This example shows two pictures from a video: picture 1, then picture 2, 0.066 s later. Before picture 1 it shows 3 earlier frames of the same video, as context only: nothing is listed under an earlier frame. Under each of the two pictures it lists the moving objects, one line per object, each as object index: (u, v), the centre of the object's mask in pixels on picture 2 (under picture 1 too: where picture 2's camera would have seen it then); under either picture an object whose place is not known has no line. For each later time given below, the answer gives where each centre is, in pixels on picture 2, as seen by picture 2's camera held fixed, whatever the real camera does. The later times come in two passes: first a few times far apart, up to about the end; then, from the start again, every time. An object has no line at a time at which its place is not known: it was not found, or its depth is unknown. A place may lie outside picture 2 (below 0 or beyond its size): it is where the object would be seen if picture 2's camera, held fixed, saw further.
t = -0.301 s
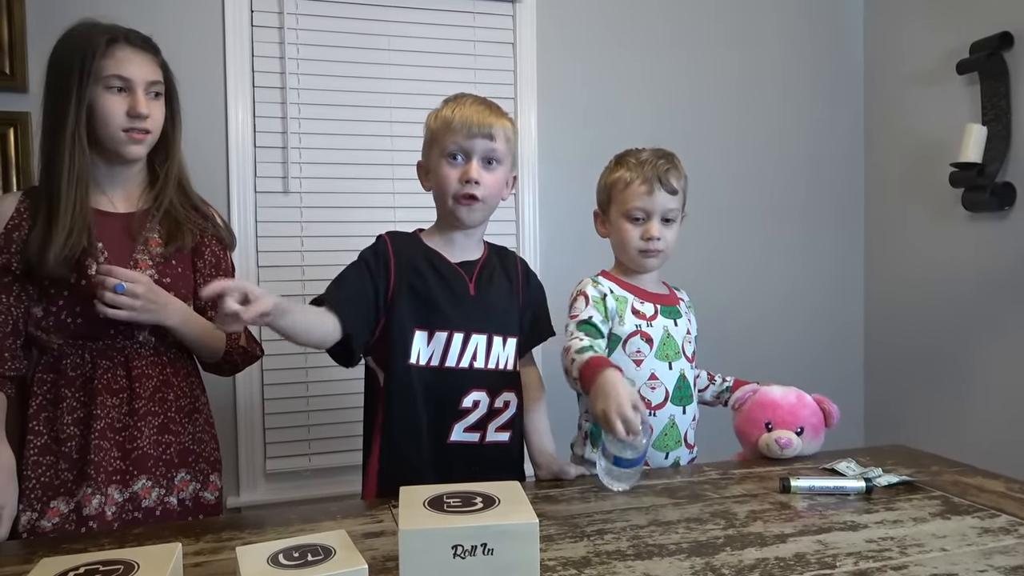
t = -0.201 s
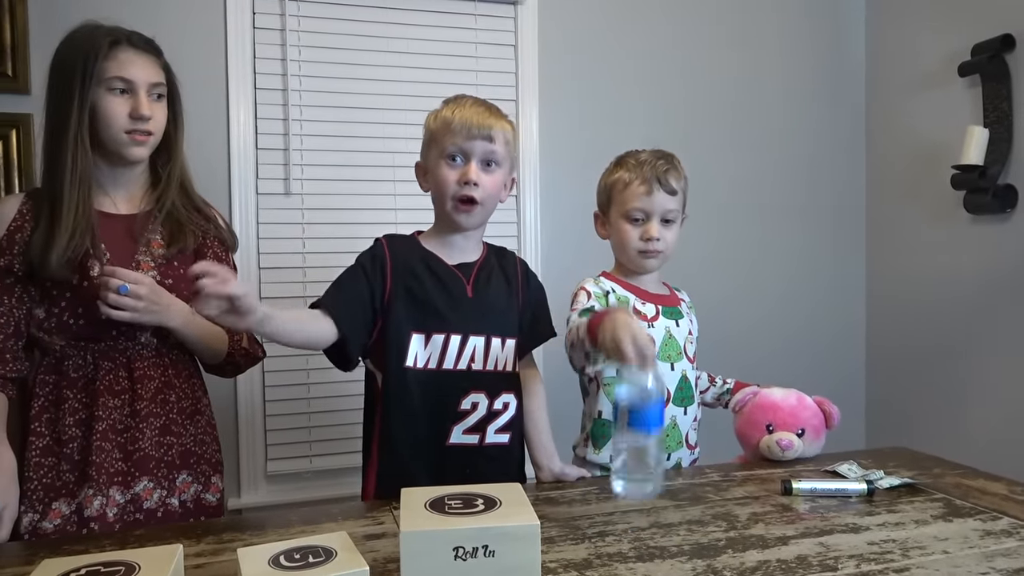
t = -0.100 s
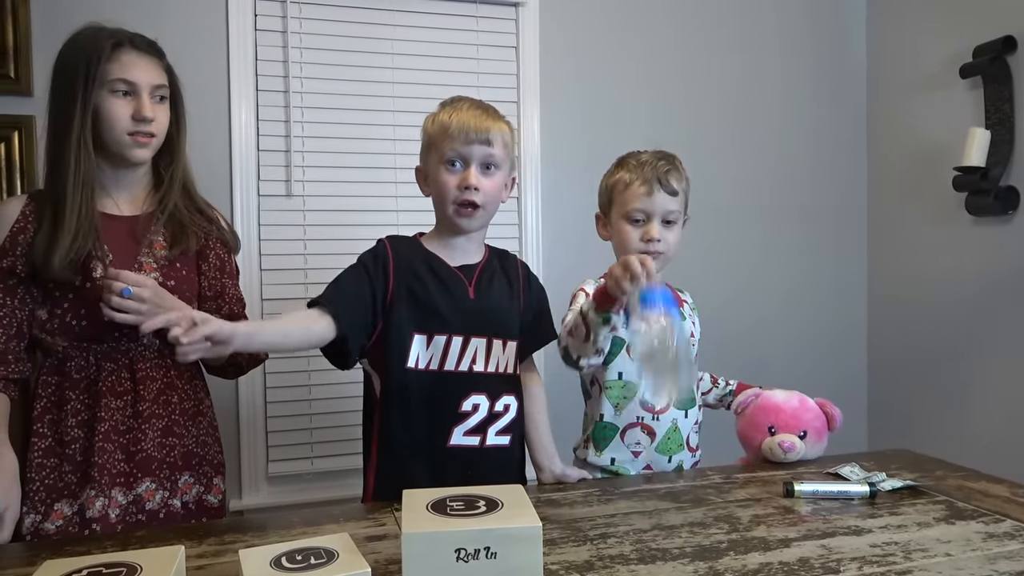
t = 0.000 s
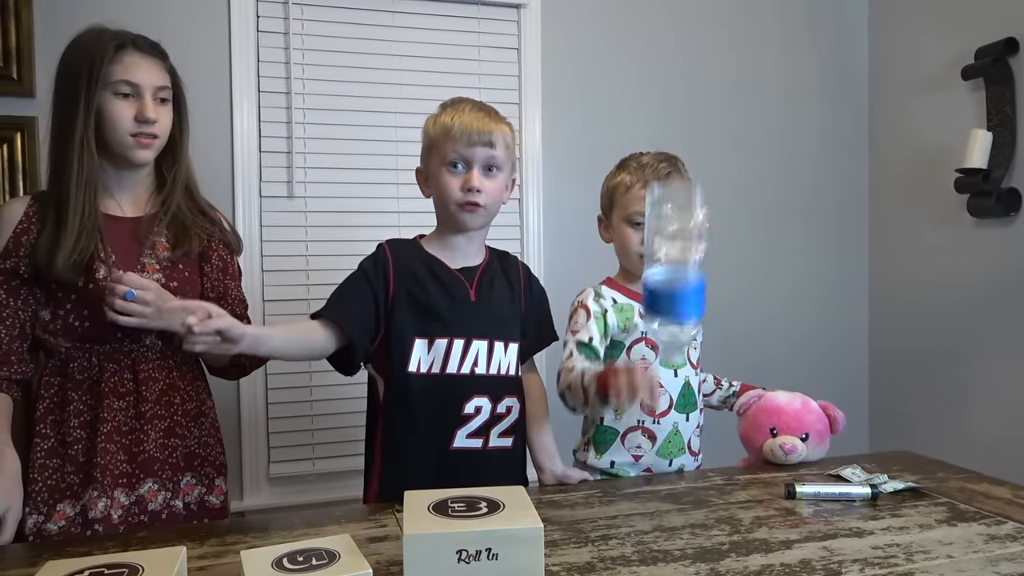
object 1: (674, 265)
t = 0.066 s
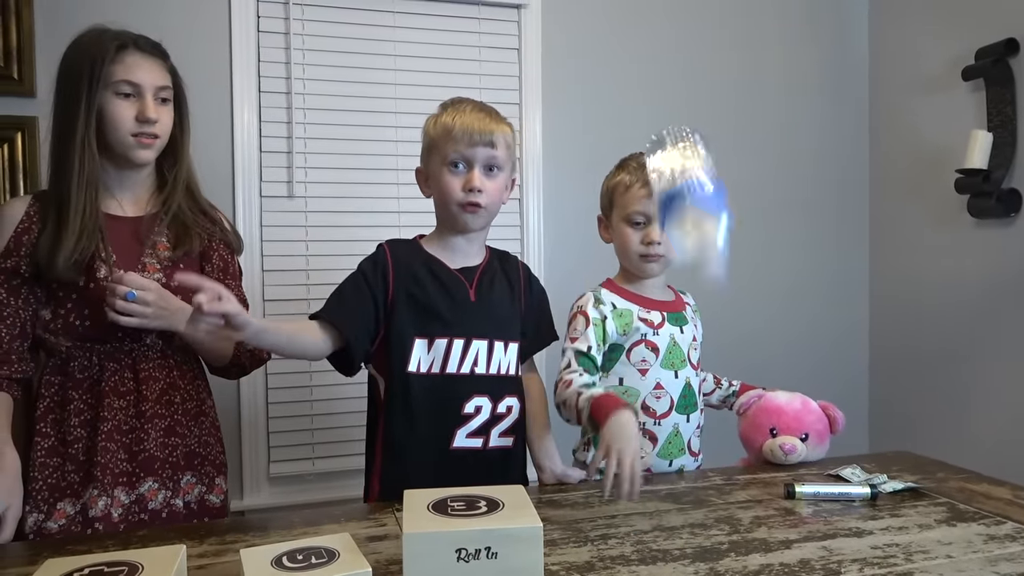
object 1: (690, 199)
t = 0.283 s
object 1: (701, 262)
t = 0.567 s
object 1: (714, 574)
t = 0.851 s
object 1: (725, 573)
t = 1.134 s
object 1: (734, 573)
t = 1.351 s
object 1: (743, 573)
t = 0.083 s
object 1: (694, 184)
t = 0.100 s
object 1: (699, 165)
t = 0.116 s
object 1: (700, 149)
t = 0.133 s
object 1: (700, 138)
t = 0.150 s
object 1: (700, 135)
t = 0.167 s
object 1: (700, 137)
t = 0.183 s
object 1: (700, 143)
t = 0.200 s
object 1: (699, 152)
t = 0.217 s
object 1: (699, 167)
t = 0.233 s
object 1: (699, 184)
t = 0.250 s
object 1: (699, 205)
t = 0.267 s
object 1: (700, 231)
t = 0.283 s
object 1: (701, 262)
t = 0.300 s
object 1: (703, 289)
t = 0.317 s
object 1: (704, 338)
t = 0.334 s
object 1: (704, 374)
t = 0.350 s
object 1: (708, 423)
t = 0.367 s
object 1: (712, 476)
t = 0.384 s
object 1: (714, 526)
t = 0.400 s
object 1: (714, 534)
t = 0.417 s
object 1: (713, 531)
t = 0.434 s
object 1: (712, 535)
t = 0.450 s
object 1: (712, 539)
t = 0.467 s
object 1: (712, 545)
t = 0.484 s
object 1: (714, 553)
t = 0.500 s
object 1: (714, 559)
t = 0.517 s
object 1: (713, 566)
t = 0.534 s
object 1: (715, 574)
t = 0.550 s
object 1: (715, 573)
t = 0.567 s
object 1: (714, 574)
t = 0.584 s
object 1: (714, 573)
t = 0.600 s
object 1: (715, 573)
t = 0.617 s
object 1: (716, 573)
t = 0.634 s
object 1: (717, 573)
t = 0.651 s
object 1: (718, 573)
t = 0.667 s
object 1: (719, 573)
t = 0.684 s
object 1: (719, 573)
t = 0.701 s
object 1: (720, 573)
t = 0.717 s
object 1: (721, 573)
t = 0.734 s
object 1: (721, 573)
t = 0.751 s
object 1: (721, 573)
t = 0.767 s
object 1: (721, 573)
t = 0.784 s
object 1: (722, 573)
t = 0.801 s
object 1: (722, 573)
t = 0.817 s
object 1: (723, 573)
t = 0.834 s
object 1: (724, 573)
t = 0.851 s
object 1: (725, 573)
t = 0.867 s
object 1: (726, 573)
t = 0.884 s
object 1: (727, 573)
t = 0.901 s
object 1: (728, 573)
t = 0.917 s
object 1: (728, 573)
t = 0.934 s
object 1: (728, 573)
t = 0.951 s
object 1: (728, 573)
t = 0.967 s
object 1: (729, 573)
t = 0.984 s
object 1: (729, 573)
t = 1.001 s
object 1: (729, 573)
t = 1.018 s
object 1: (730, 573)
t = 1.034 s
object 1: (730, 573)
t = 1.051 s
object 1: (731, 573)
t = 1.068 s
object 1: (732, 573)
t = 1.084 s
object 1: (732, 573)
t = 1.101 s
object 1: (733, 573)
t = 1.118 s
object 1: (733, 573)
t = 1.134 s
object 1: (734, 573)
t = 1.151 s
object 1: (734, 573)
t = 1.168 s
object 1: (735, 573)
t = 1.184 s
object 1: (735, 574)
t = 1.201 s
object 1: (736, 574)
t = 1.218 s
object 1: (736, 573)
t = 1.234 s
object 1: (737, 573)
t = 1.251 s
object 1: (737, 573)
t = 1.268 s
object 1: (738, 574)
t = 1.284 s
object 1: (739, 574)
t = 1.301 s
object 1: (740, 574)
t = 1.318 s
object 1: (741, 574)
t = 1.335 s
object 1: (742, 574)
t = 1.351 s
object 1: (743, 573)
